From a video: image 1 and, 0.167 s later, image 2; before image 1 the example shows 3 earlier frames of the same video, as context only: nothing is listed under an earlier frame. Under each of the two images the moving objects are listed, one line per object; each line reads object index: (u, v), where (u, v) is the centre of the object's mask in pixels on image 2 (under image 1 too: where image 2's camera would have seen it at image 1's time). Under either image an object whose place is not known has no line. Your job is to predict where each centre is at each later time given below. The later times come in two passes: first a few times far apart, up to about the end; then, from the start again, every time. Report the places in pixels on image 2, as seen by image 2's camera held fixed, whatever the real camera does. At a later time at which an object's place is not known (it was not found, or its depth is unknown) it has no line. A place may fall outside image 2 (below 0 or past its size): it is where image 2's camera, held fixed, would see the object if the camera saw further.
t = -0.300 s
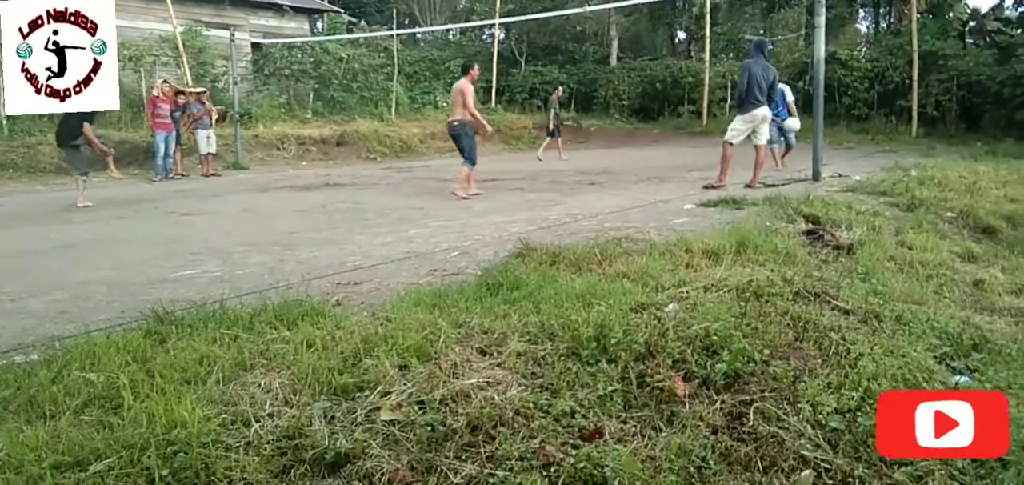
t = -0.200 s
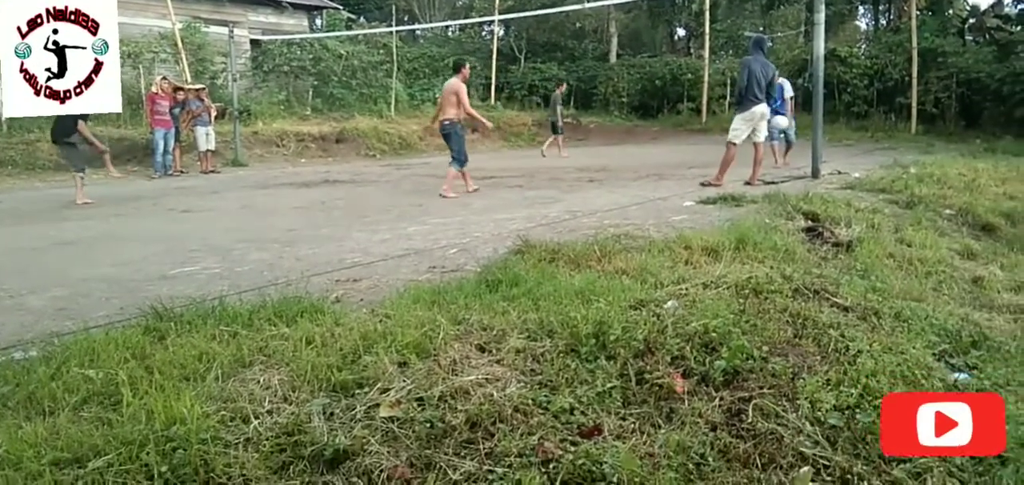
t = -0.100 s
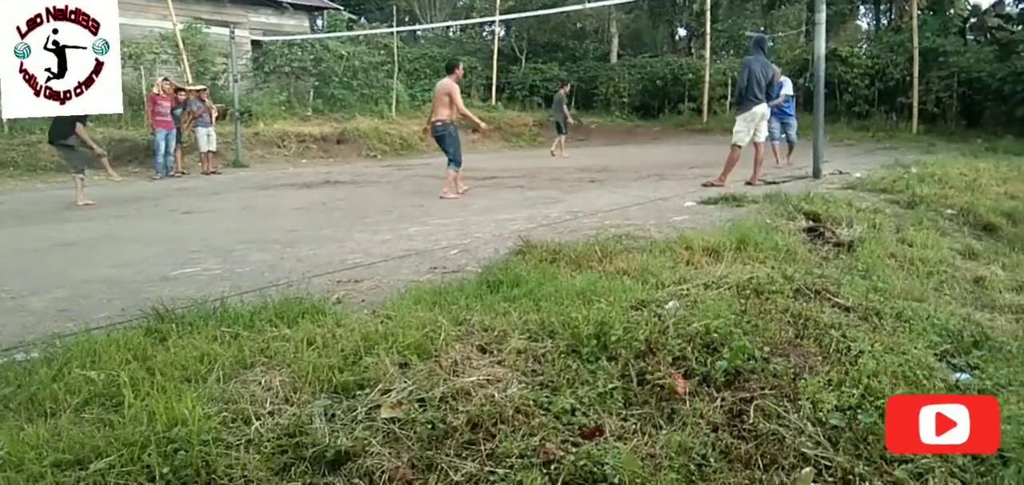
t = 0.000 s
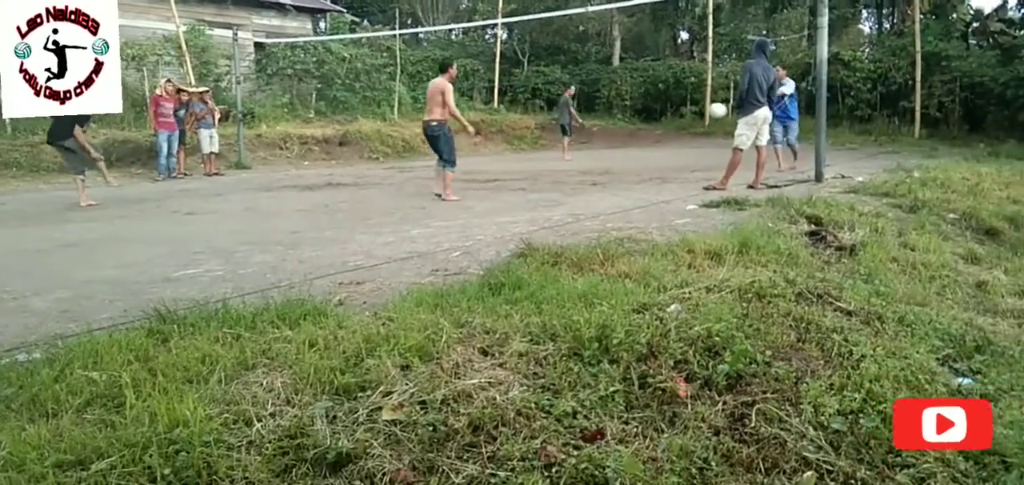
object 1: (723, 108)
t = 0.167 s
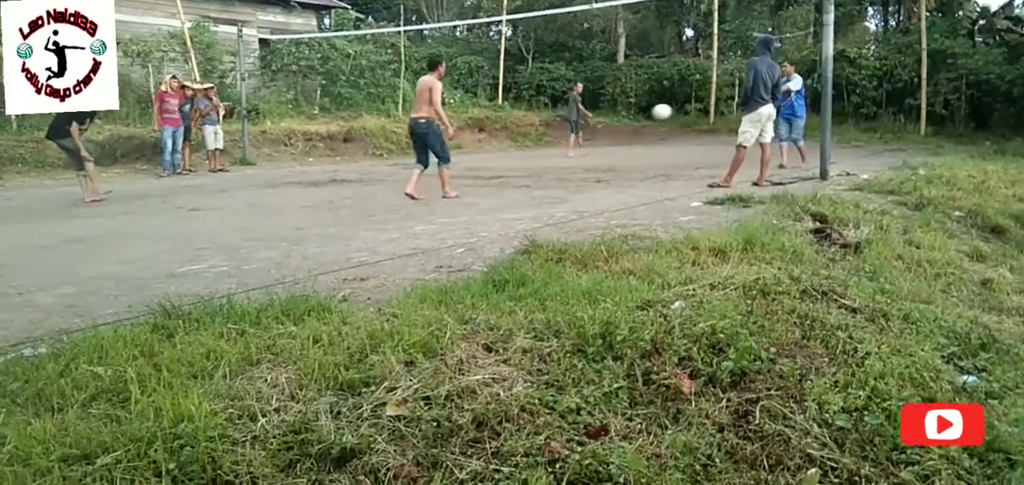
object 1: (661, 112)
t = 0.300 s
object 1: (613, 129)
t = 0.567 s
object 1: (522, 163)
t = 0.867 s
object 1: (436, 149)
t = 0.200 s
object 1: (650, 115)
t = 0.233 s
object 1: (638, 119)
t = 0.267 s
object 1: (625, 123)
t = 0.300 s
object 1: (613, 129)
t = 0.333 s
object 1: (601, 136)
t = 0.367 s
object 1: (589, 143)
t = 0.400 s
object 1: (577, 150)
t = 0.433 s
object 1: (565, 159)
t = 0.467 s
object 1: (553, 169)
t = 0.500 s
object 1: (541, 174)
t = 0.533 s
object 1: (532, 168)
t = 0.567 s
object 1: (522, 163)
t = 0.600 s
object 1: (513, 158)
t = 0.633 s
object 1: (503, 154)
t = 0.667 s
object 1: (493, 151)
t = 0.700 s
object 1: (484, 149)
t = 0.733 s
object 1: (474, 147)
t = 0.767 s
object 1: (465, 146)
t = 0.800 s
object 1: (455, 146)
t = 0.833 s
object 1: (445, 147)
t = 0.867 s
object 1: (436, 149)
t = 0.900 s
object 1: (427, 152)
